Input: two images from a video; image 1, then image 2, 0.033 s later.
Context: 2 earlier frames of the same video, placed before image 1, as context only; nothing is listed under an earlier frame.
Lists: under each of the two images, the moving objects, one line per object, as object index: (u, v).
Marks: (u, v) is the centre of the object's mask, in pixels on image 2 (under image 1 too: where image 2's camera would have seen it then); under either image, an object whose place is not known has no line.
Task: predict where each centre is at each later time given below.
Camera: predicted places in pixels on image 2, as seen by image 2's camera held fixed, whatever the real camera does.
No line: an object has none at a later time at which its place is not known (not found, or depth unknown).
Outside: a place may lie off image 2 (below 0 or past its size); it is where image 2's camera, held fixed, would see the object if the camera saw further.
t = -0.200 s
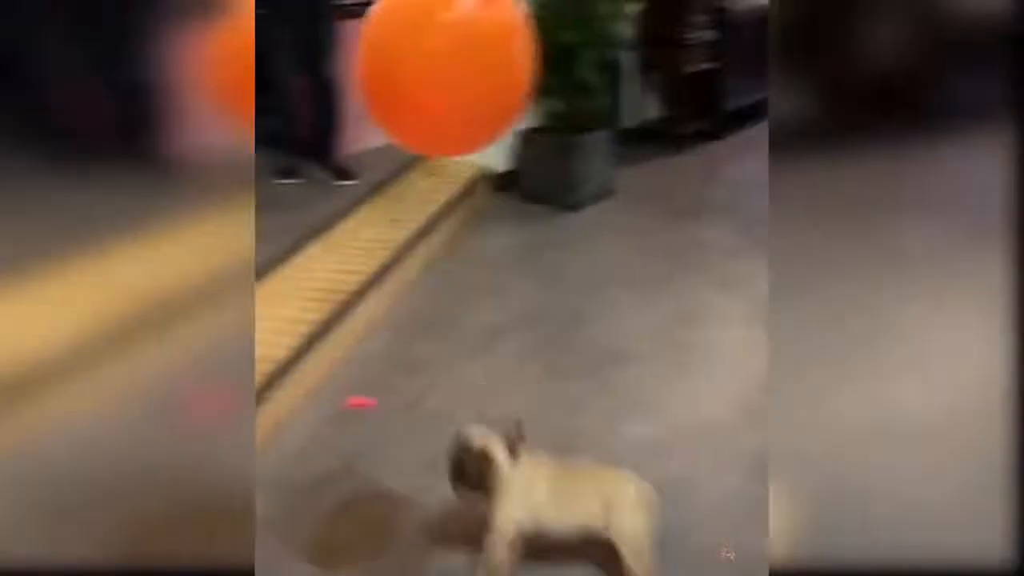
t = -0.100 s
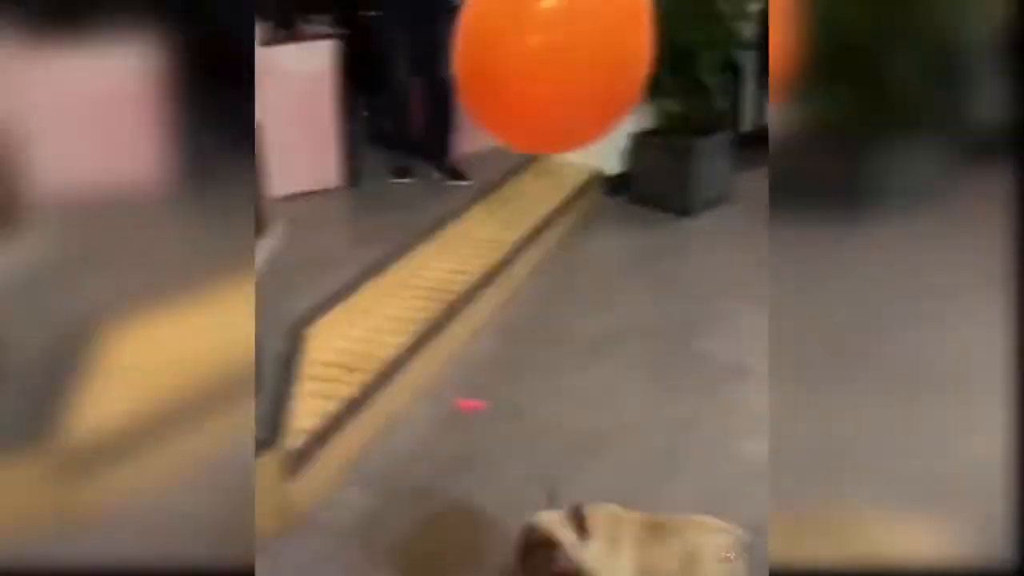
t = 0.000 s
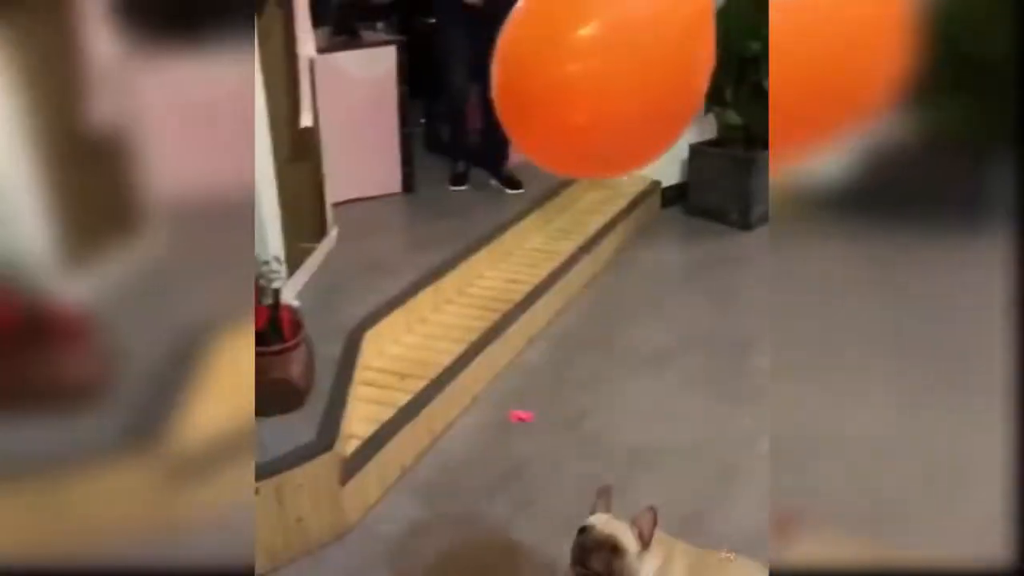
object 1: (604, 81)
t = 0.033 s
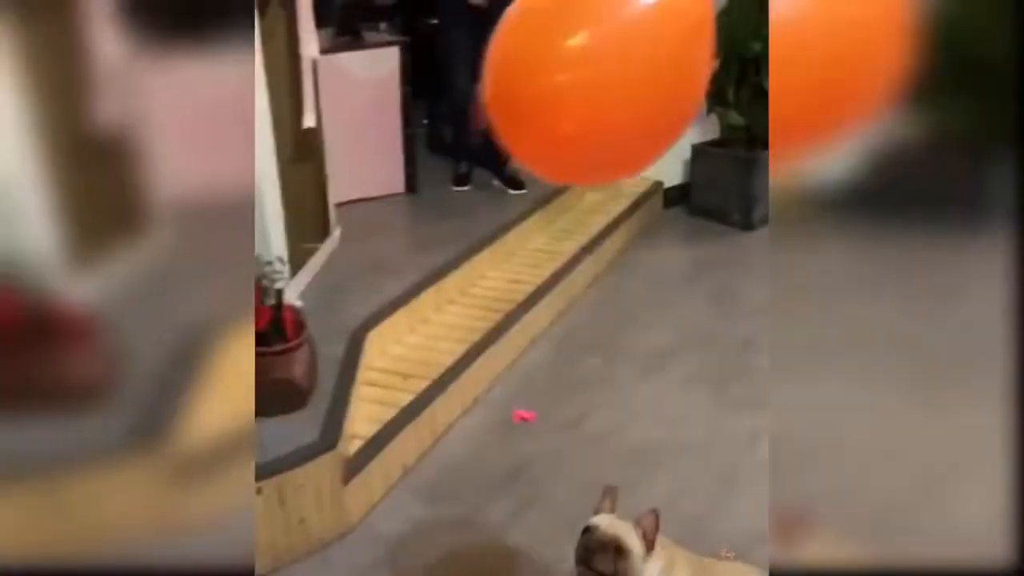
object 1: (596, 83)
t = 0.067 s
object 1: (585, 89)
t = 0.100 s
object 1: (576, 96)
